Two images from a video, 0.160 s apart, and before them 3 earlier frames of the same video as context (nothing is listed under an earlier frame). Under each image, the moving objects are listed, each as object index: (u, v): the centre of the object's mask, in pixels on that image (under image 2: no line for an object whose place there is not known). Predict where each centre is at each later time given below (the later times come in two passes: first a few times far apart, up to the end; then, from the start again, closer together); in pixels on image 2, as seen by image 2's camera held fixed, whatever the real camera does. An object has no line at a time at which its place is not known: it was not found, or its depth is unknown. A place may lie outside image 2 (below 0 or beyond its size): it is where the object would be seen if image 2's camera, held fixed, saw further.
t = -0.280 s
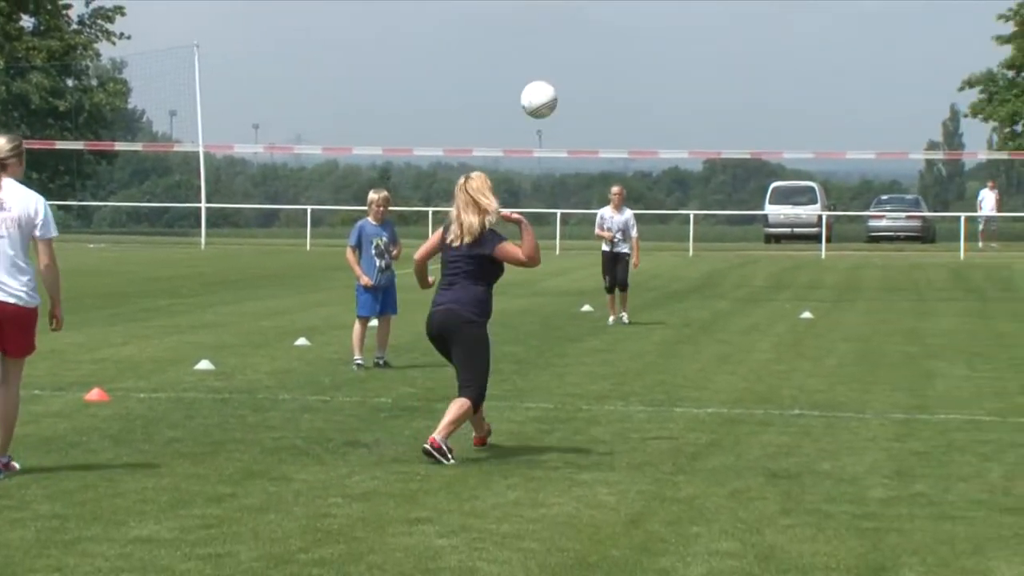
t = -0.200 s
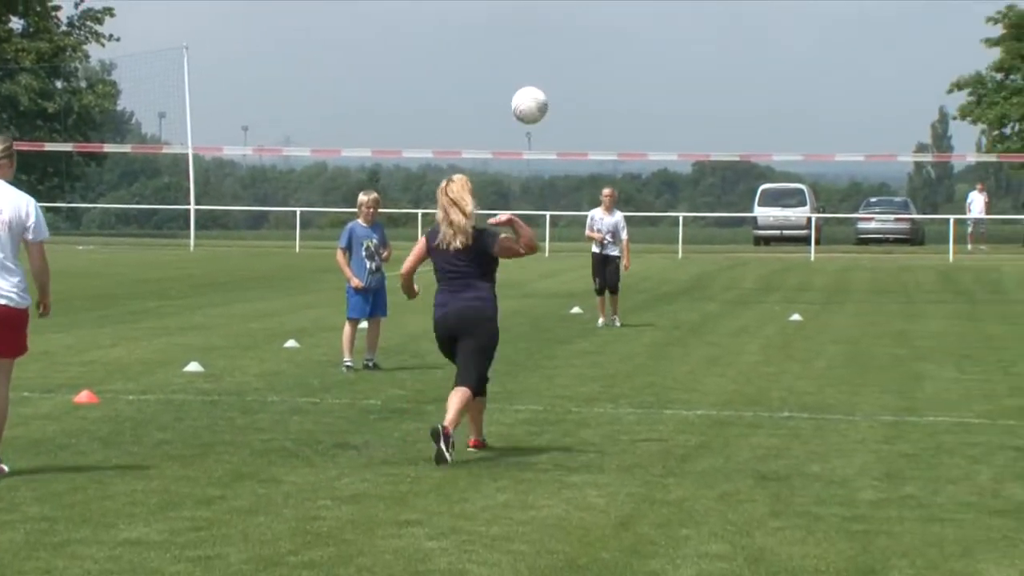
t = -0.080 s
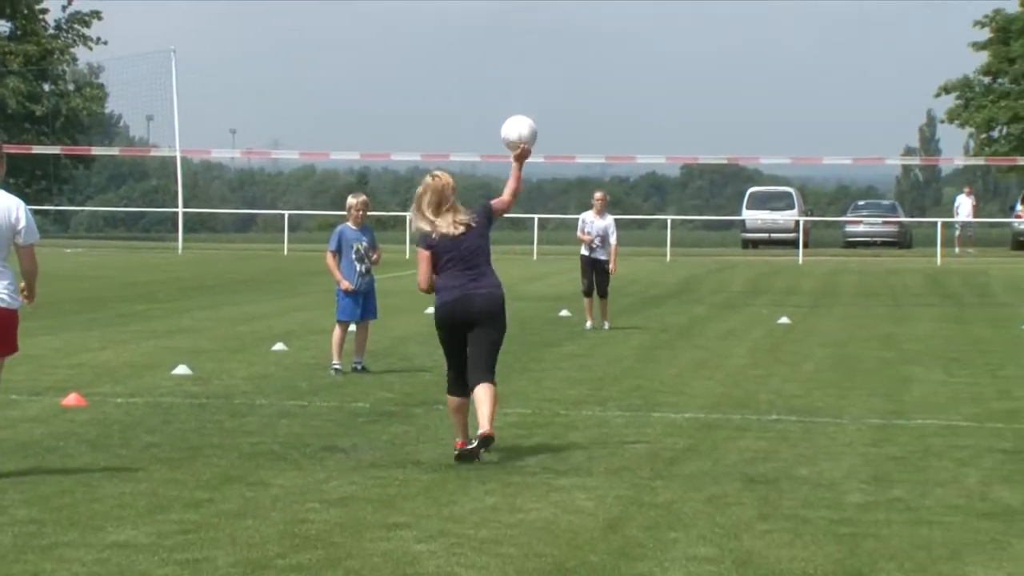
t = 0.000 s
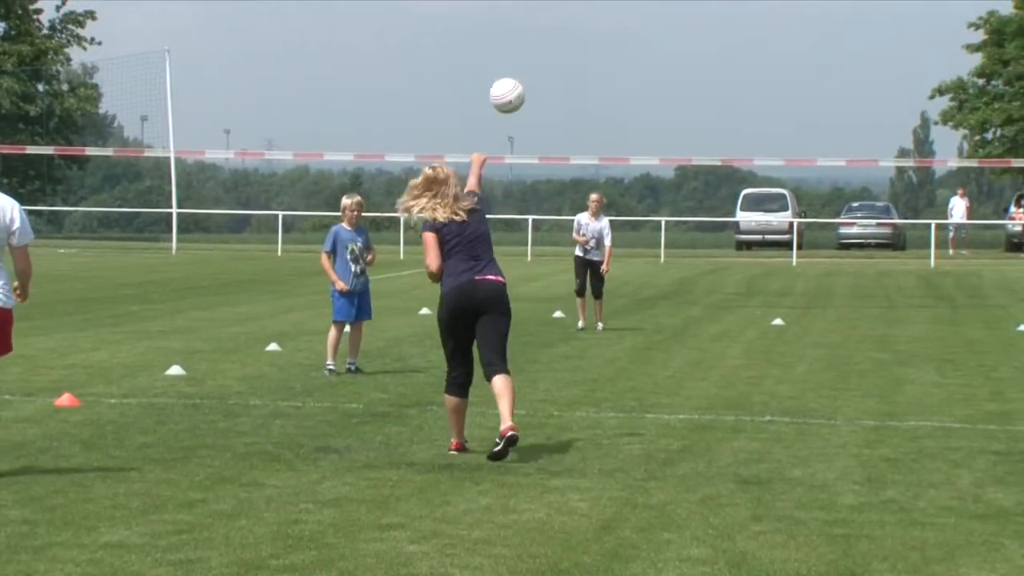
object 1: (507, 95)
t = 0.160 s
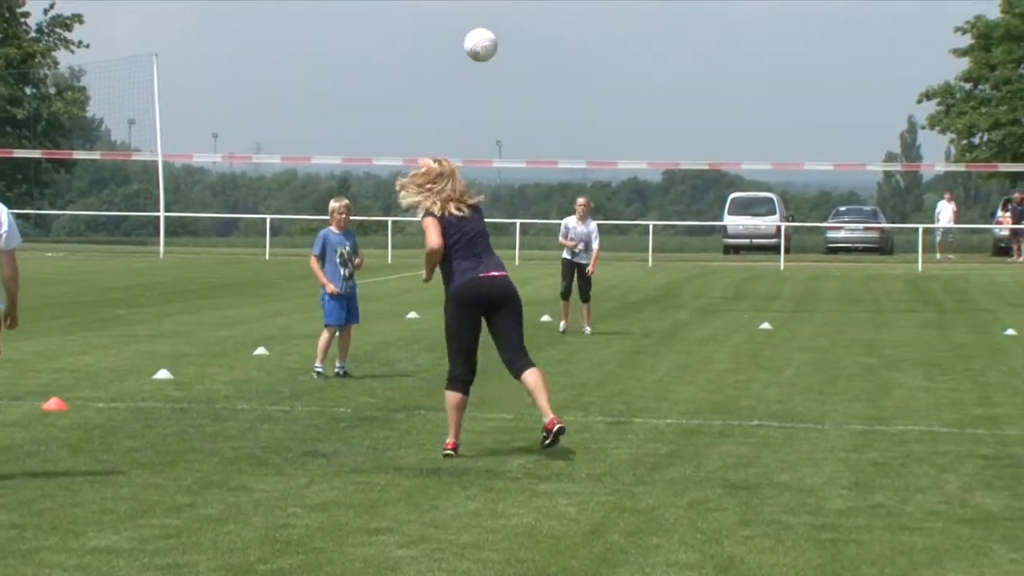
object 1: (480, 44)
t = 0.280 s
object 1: (469, 31)
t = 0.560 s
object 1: (446, 74)
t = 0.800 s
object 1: (429, 175)
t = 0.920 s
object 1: (424, 246)
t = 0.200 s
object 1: (476, 37)
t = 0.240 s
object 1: (472, 33)
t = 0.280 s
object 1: (469, 31)
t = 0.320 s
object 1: (465, 31)
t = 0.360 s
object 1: (462, 33)
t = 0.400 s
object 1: (458, 38)
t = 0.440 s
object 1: (455, 44)
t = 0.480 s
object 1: (451, 53)
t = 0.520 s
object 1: (448, 62)
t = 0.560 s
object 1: (446, 74)
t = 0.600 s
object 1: (443, 88)
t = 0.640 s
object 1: (440, 103)
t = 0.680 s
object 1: (437, 119)
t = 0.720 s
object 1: (435, 137)
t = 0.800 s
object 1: (429, 175)
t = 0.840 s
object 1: (427, 197)
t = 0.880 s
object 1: (425, 221)
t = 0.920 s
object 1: (424, 246)
